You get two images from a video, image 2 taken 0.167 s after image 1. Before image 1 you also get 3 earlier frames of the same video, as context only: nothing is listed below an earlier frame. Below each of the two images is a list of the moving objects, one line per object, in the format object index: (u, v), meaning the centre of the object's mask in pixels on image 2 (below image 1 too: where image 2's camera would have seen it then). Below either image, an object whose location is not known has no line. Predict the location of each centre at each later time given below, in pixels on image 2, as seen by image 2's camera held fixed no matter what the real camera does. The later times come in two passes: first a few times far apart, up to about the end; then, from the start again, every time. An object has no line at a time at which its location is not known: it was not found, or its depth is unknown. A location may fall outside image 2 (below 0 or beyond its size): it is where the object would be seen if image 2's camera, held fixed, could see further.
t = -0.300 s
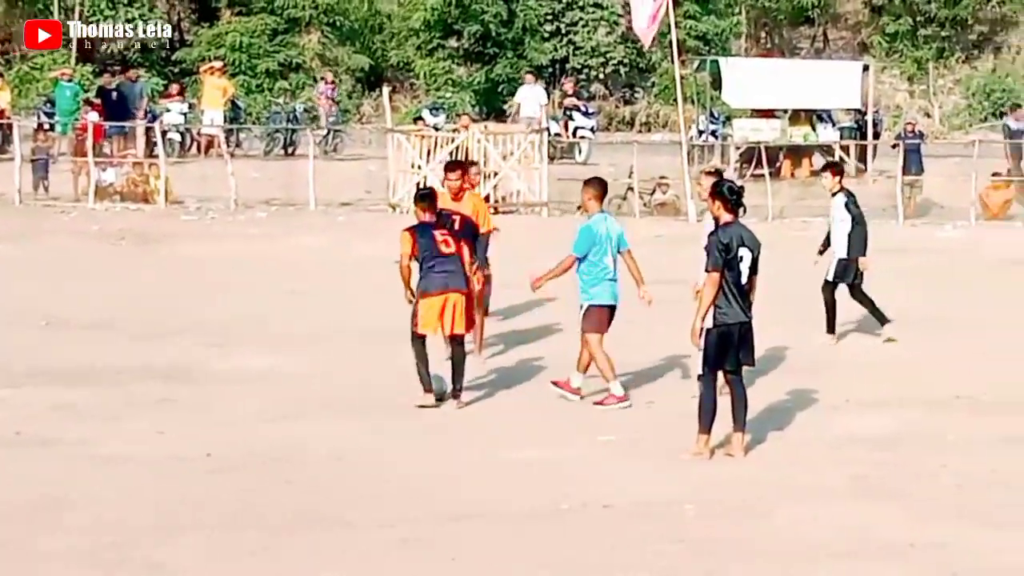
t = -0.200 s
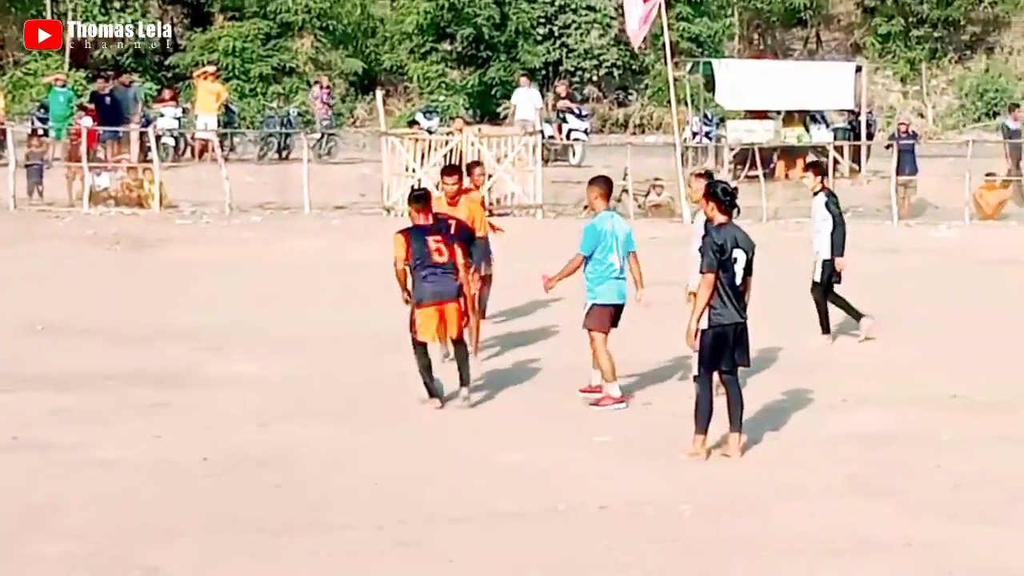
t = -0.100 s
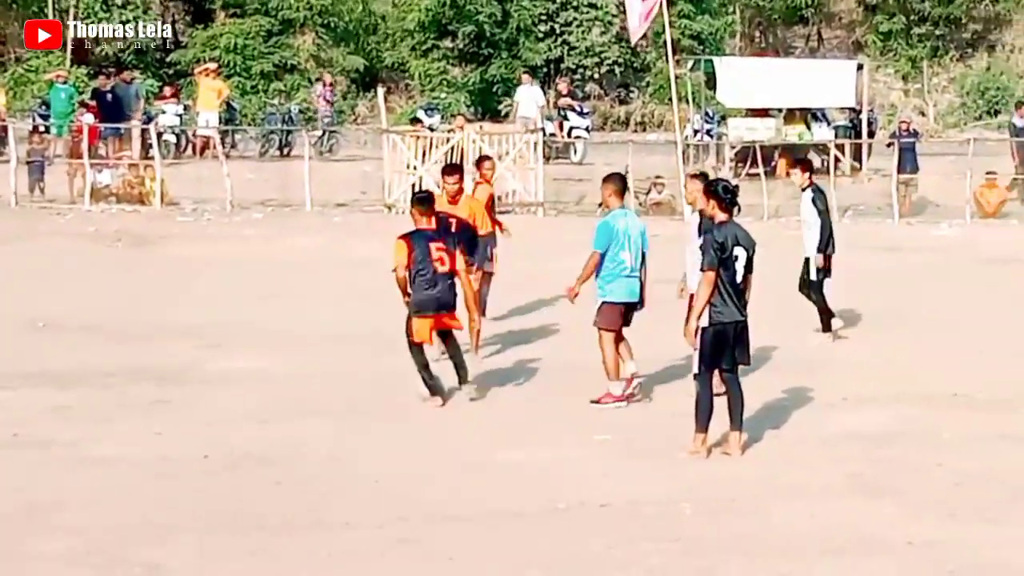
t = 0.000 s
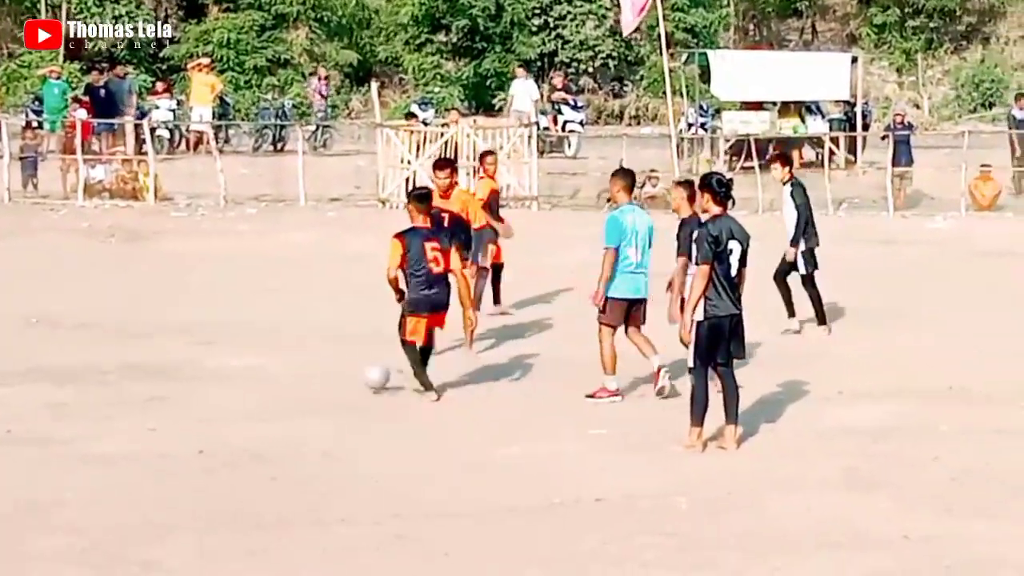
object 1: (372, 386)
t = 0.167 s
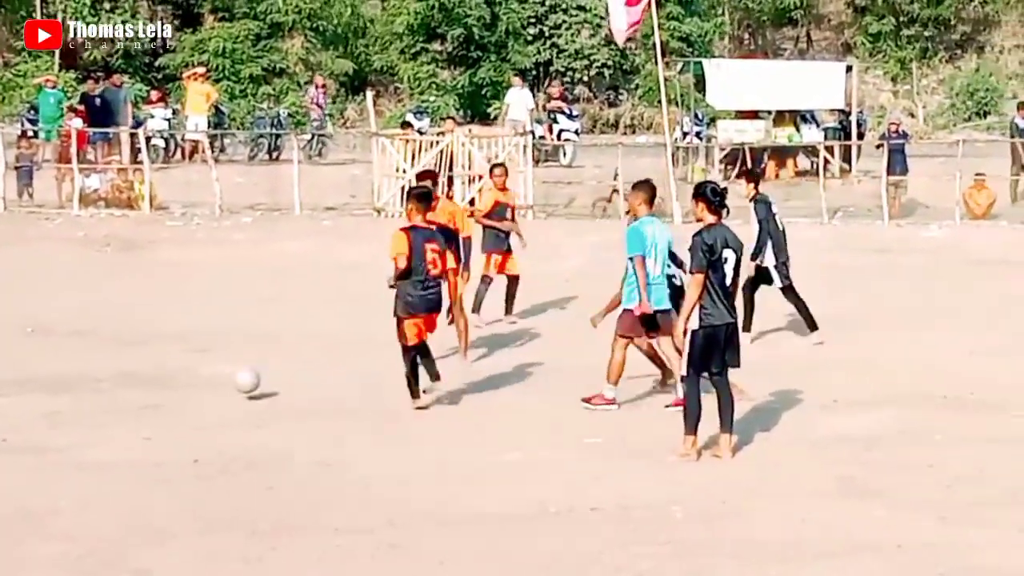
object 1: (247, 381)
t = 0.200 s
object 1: (223, 385)
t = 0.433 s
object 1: (101, 384)
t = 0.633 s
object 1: (14, 379)
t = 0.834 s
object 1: (-70, 372)
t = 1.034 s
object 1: (-145, 363)
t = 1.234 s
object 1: (-216, 369)
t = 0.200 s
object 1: (223, 385)
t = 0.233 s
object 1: (201, 388)
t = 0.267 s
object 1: (183, 384)
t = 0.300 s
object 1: (166, 381)
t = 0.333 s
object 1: (149, 379)
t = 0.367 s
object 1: (133, 380)
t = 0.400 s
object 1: (118, 381)
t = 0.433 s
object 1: (101, 384)
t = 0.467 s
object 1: (85, 384)
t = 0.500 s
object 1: (71, 379)
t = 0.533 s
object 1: (57, 378)
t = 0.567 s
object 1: (43, 377)
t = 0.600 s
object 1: (29, 378)
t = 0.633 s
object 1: (14, 379)
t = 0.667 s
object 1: (-1, 376)
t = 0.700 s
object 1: (-15, 373)
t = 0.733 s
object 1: (-27, 371)
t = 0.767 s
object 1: (-42, 371)
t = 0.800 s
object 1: (-55, 371)
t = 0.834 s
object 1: (-70, 372)
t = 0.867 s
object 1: (-81, 377)
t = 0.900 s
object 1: (-95, 377)
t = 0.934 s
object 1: (-107, 371)
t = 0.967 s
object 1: (-119, 367)
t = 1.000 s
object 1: (-134, 365)
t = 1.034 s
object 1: (-145, 363)
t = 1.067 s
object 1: (-158, 364)
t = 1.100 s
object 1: (-169, 367)
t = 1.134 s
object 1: (-181, 370)
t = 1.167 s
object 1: (-192, 371)
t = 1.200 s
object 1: (-204, 370)
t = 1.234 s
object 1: (-216, 369)
